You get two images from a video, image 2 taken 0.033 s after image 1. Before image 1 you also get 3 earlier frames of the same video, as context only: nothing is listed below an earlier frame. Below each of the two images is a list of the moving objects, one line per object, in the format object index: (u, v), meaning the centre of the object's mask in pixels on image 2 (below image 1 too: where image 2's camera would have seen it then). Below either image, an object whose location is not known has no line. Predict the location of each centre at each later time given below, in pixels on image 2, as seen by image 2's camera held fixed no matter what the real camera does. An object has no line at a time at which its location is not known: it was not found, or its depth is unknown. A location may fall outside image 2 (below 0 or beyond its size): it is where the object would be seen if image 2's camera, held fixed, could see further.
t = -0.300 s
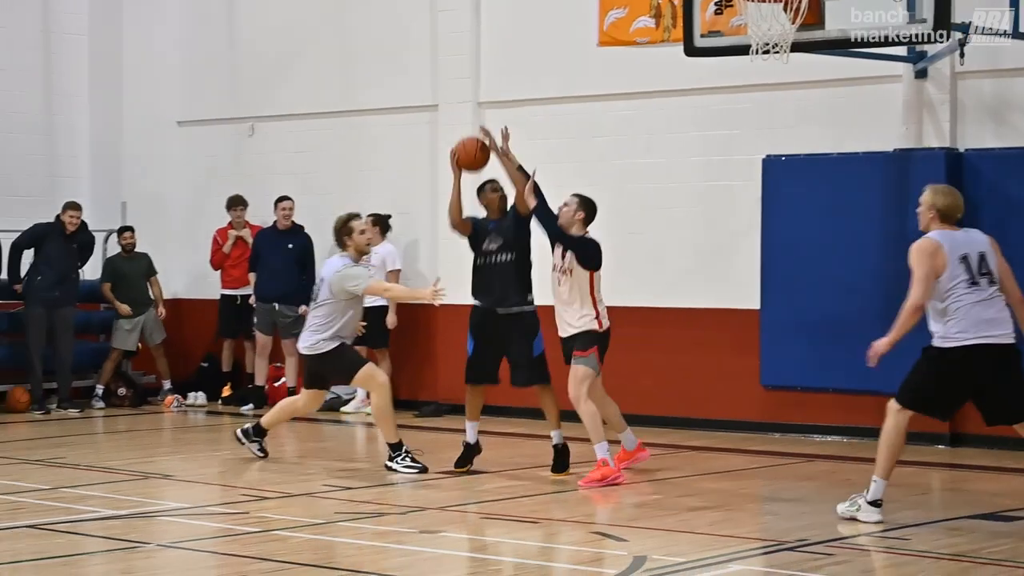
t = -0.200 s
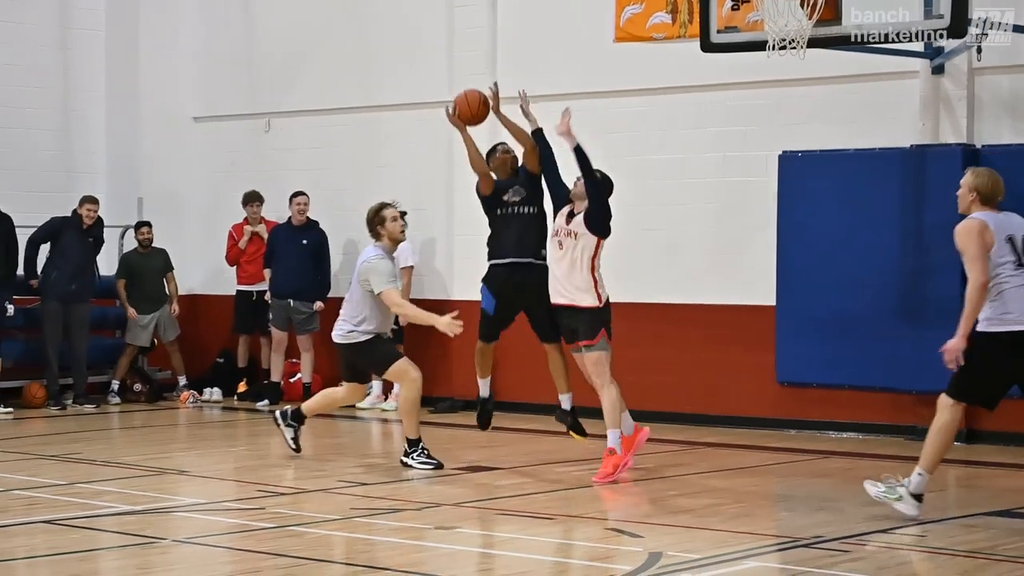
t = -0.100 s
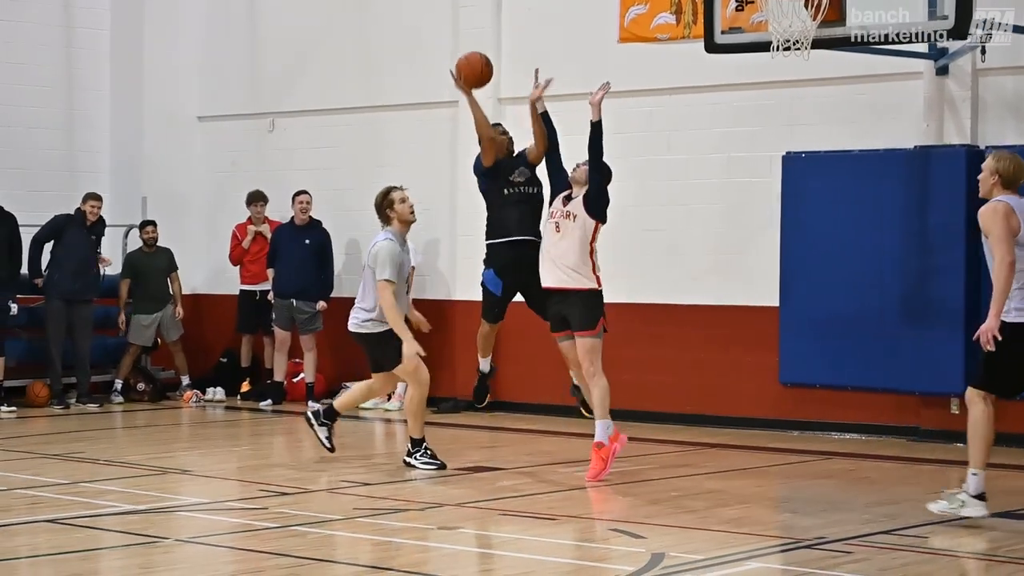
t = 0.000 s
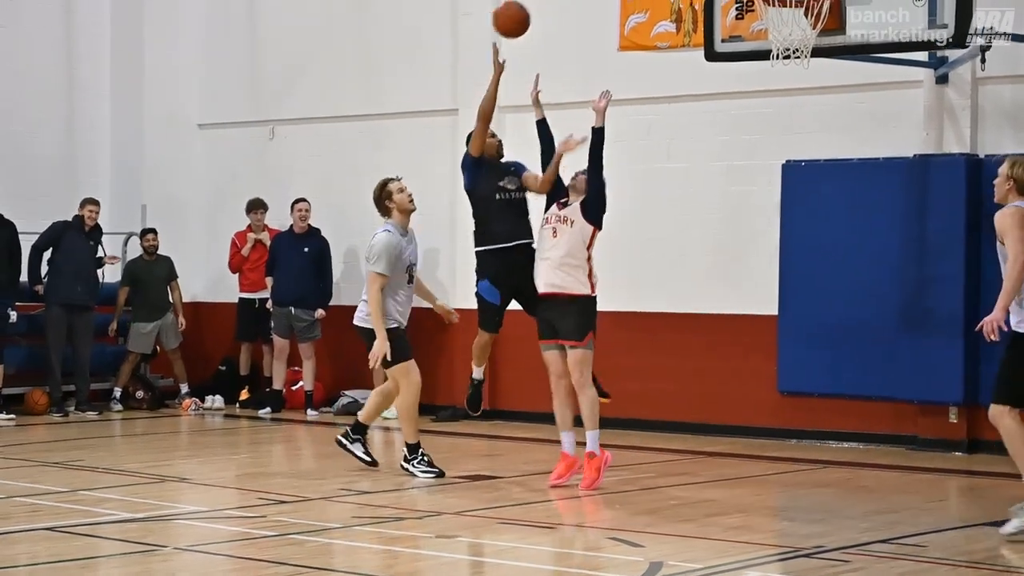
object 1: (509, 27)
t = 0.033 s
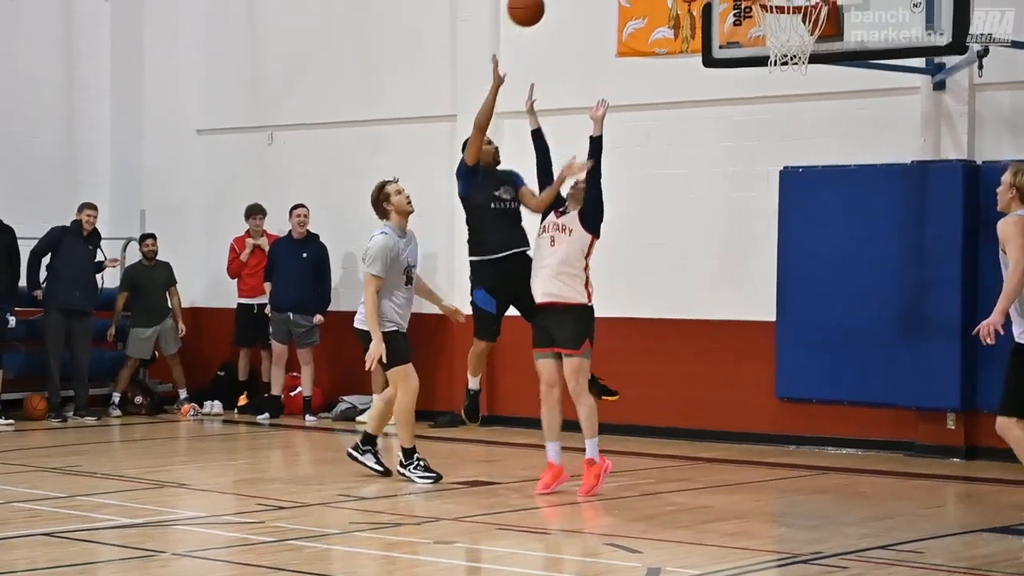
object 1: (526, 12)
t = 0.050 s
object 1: (534, 5)
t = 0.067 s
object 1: (544, -3)
